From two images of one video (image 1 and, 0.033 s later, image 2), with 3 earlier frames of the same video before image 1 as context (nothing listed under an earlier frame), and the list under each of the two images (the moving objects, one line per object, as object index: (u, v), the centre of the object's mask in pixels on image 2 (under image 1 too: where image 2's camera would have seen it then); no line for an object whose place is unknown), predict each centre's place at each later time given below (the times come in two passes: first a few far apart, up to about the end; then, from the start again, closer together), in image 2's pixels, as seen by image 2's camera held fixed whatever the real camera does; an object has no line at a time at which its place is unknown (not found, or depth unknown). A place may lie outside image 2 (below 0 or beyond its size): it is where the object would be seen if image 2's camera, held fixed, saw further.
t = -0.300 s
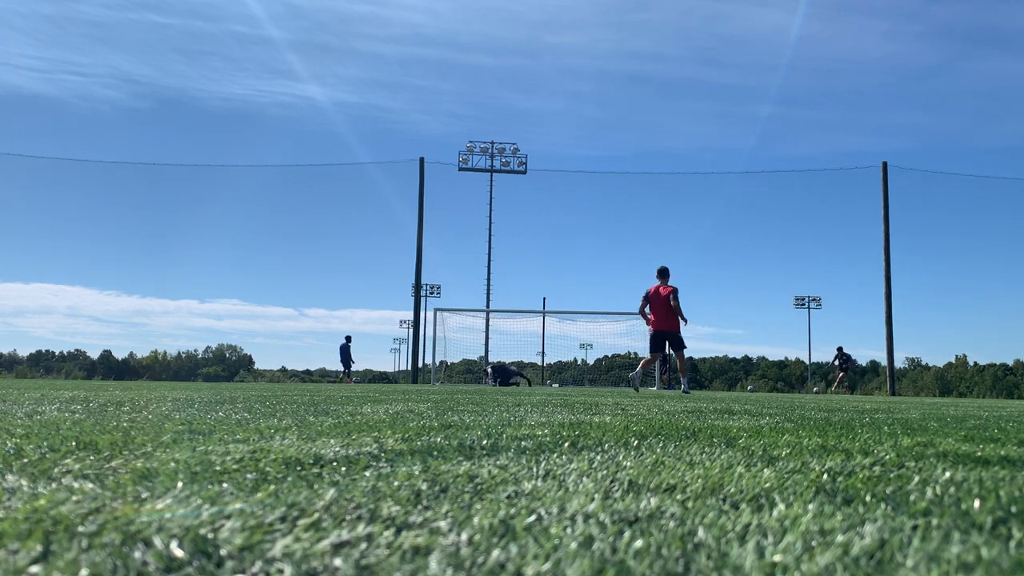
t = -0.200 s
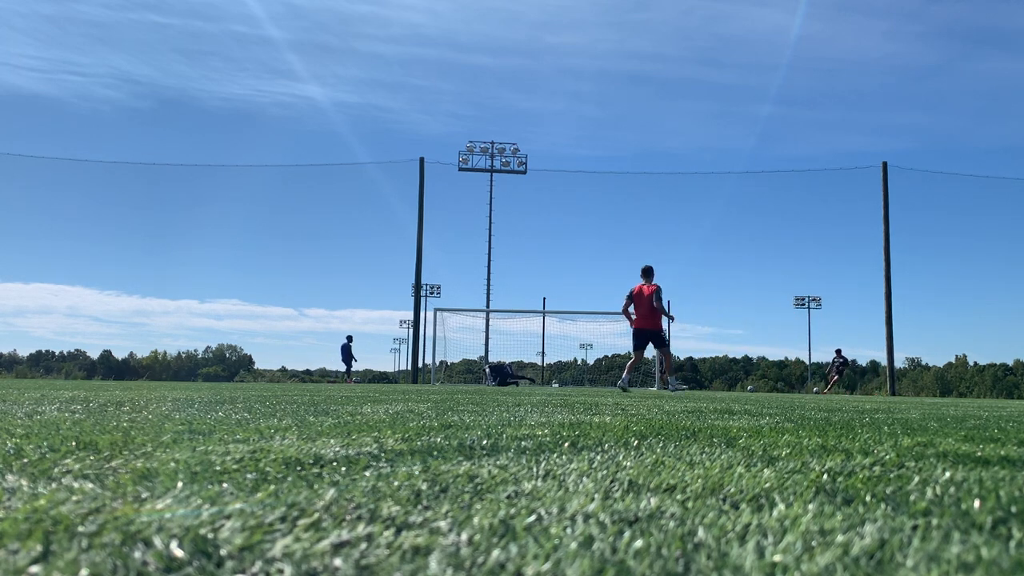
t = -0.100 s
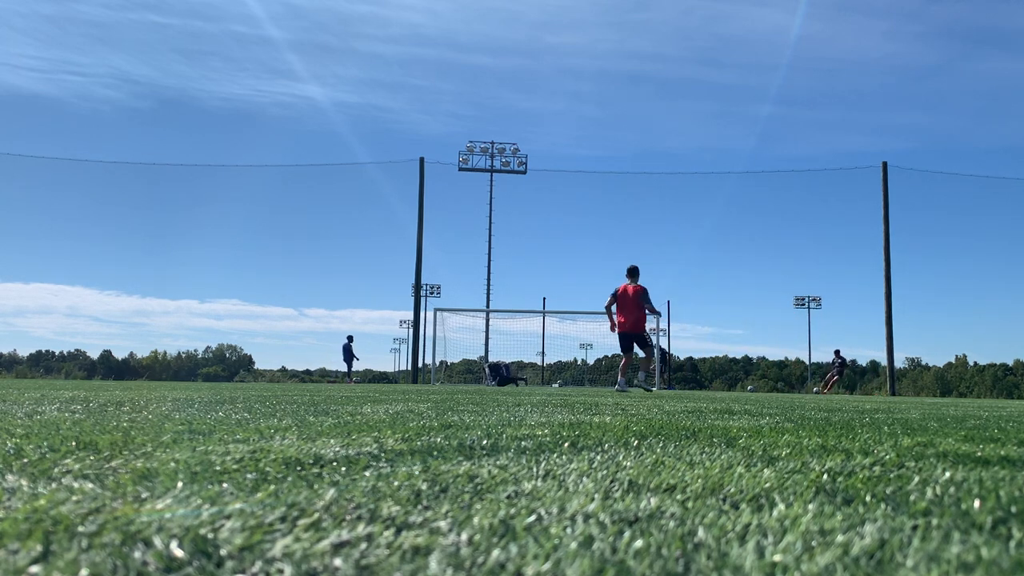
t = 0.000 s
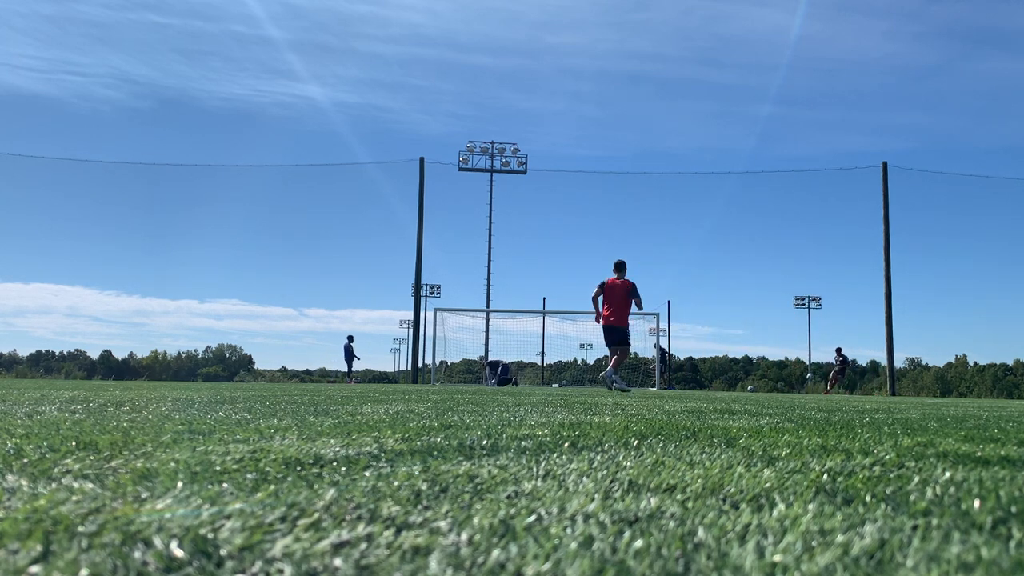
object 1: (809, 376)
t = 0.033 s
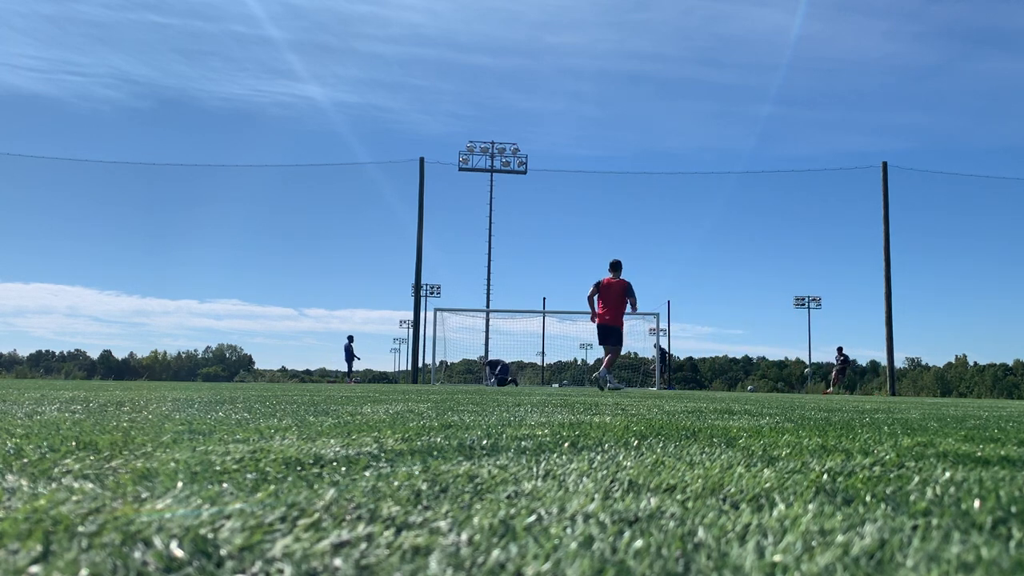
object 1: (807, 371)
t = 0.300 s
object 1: (791, 334)
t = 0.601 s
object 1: (769, 299)
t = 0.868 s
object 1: (746, 280)
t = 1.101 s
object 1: (721, 282)
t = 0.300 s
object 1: (791, 334)
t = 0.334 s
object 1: (788, 329)
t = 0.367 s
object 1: (786, 325)
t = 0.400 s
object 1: (784, 321)
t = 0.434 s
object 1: (781, 316)
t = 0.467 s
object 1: (779, 313)
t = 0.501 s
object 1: (776, 309)
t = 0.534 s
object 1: (774, 305)
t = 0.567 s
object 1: (771, 302)
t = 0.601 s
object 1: (769, 299)
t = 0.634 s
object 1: (766, 295)
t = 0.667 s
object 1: (763, 293)
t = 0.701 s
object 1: (760, 290)
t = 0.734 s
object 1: (758, 287)
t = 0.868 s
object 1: (746, 280)
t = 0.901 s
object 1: (743, 279)
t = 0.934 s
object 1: (740, 279)
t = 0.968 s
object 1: (736, 279)
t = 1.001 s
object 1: (733, 279)
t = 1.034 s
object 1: (729, 279)
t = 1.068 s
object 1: (725, 280)
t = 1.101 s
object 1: (721, 282)
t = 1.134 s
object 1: (717, 284)
